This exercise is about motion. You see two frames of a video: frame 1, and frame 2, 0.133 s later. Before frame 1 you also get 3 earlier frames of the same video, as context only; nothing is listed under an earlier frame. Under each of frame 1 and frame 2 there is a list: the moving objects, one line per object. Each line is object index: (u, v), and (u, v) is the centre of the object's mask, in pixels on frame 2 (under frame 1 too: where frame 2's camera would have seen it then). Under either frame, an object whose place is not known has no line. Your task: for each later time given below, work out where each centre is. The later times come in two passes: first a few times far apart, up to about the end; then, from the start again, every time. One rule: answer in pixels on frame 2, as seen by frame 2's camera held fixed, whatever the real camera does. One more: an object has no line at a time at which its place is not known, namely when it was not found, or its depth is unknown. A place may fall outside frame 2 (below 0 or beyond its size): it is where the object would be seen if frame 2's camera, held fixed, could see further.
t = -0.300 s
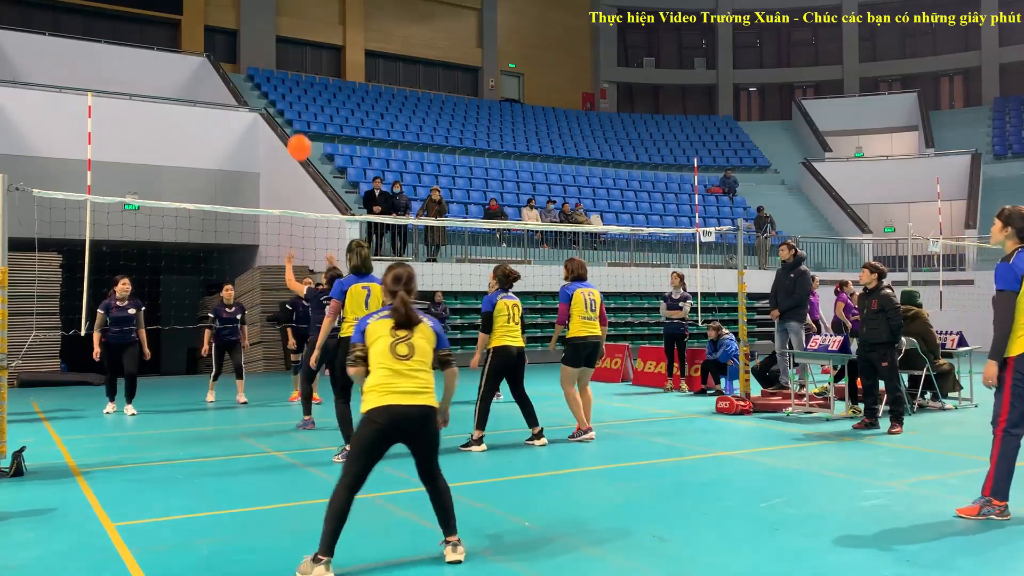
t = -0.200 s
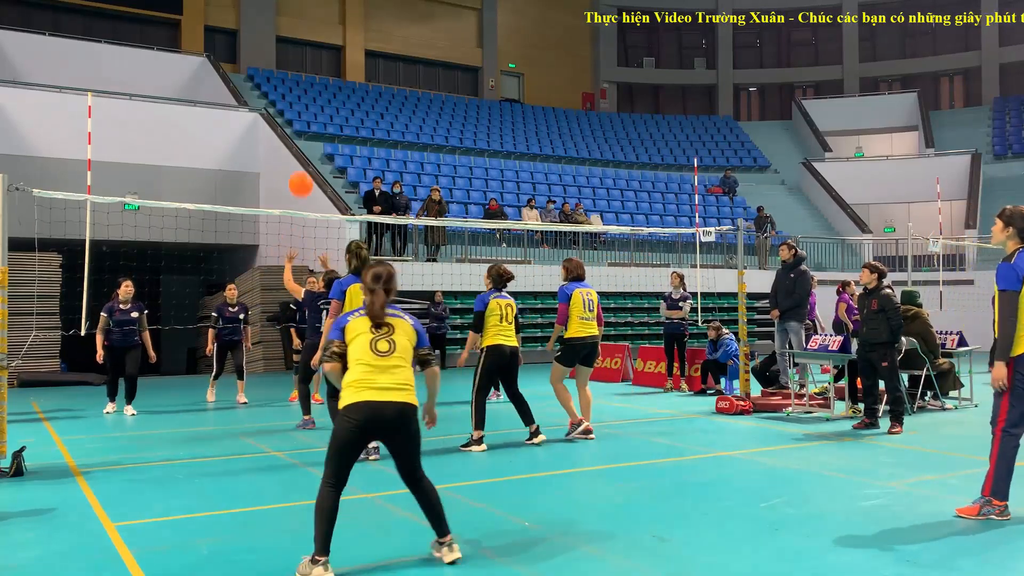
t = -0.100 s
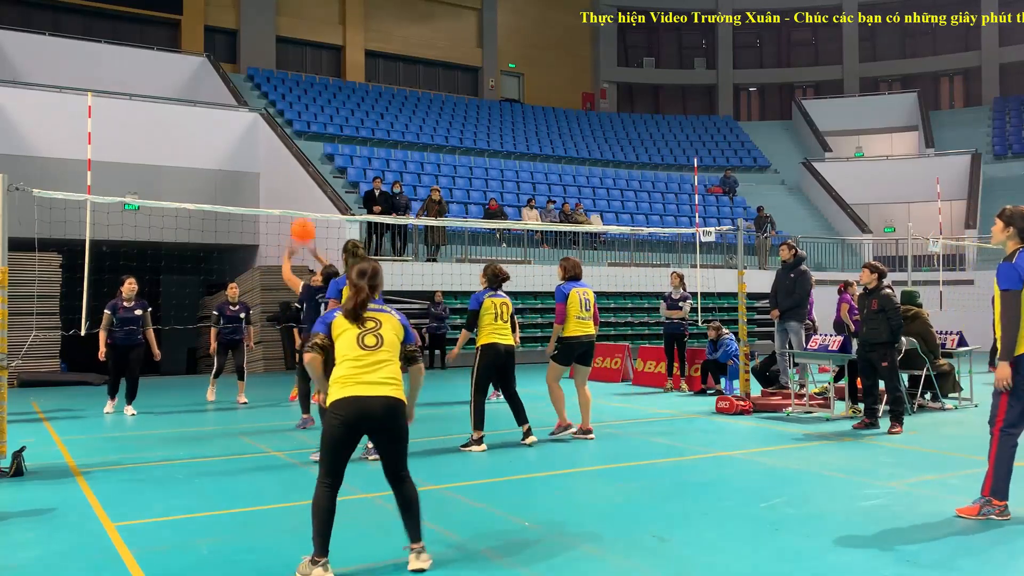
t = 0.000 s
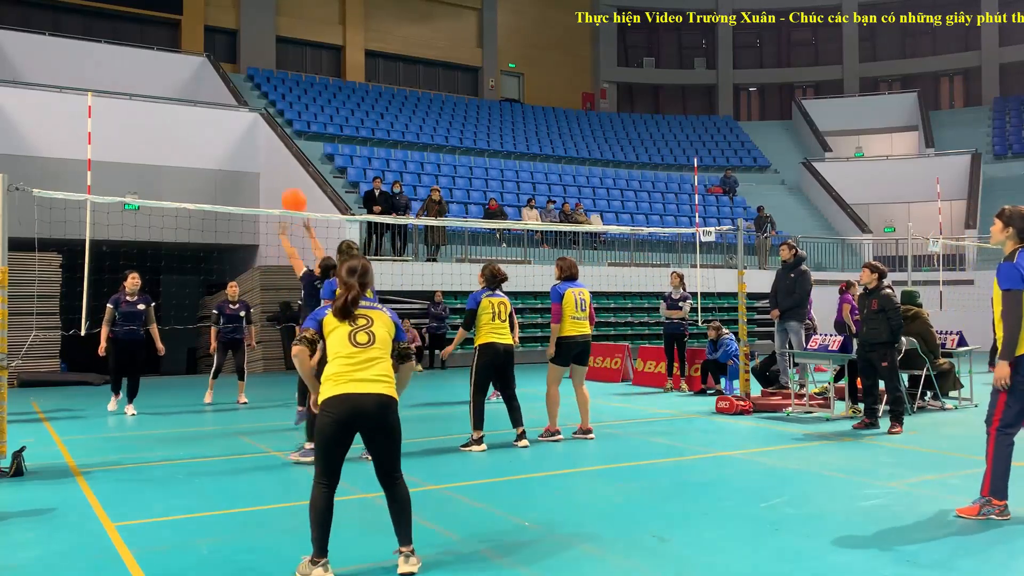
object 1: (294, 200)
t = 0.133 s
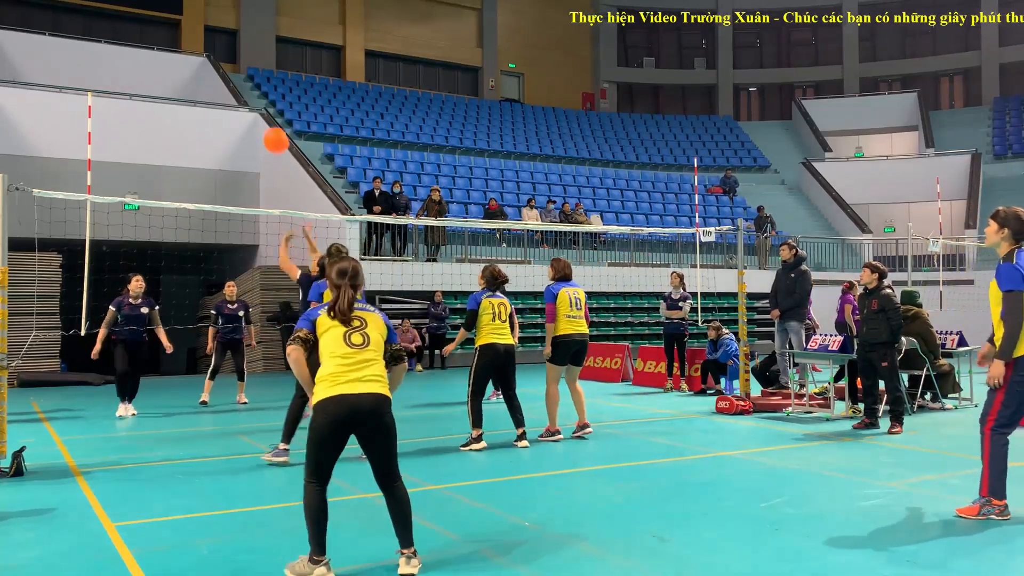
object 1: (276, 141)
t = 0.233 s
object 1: (263, 106)
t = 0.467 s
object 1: (235, 64)
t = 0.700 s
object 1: (208, 74)
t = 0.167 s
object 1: (271, 128)
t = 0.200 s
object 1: (268, 116)
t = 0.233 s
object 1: (263, 106)
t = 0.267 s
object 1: (259, 97)
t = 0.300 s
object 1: (255, 89)
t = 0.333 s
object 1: (251, 81)
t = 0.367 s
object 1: (247, 75)
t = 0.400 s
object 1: (243, 70)
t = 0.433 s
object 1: (239, 67)
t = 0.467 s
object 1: (235, 64)
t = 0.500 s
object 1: (231, 62)
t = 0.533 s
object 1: (227, 62)
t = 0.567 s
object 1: (223, 62)
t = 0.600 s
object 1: (220, 64)
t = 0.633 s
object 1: (216, 66)
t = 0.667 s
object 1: (212, 70)
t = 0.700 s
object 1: (208, 74)
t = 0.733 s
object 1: (204, 80)
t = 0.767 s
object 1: (200, 87)
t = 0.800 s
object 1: (196, 94)
